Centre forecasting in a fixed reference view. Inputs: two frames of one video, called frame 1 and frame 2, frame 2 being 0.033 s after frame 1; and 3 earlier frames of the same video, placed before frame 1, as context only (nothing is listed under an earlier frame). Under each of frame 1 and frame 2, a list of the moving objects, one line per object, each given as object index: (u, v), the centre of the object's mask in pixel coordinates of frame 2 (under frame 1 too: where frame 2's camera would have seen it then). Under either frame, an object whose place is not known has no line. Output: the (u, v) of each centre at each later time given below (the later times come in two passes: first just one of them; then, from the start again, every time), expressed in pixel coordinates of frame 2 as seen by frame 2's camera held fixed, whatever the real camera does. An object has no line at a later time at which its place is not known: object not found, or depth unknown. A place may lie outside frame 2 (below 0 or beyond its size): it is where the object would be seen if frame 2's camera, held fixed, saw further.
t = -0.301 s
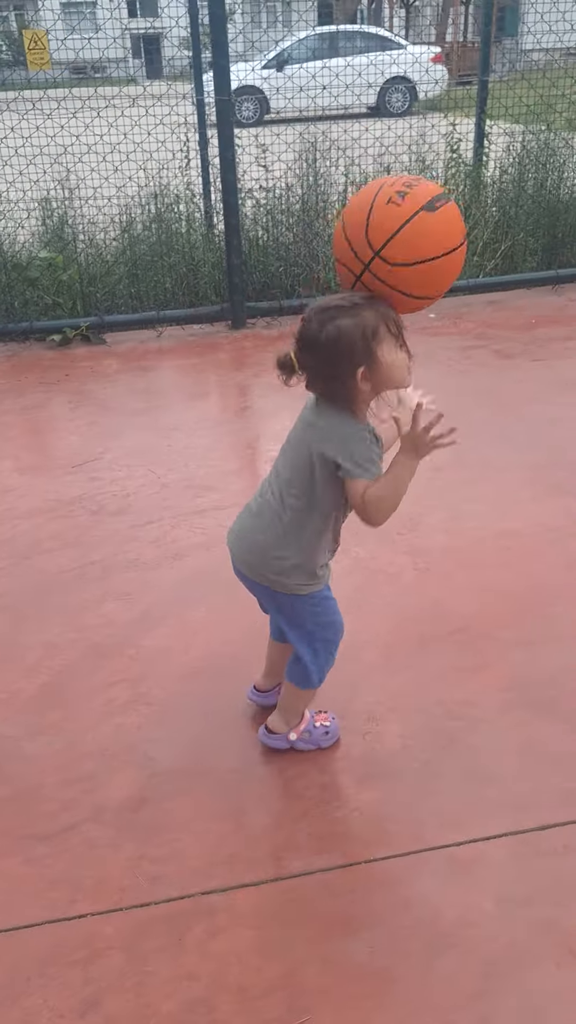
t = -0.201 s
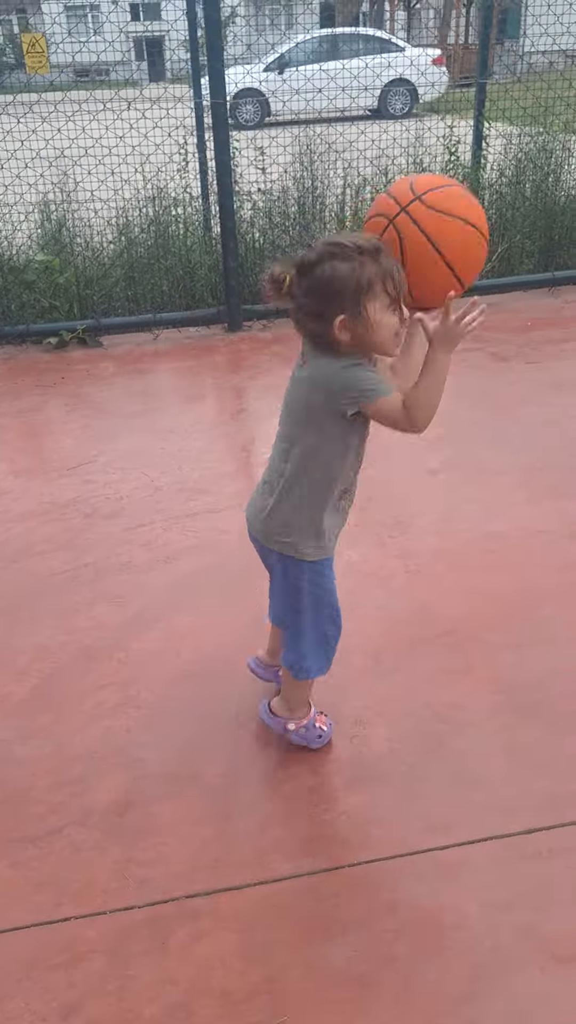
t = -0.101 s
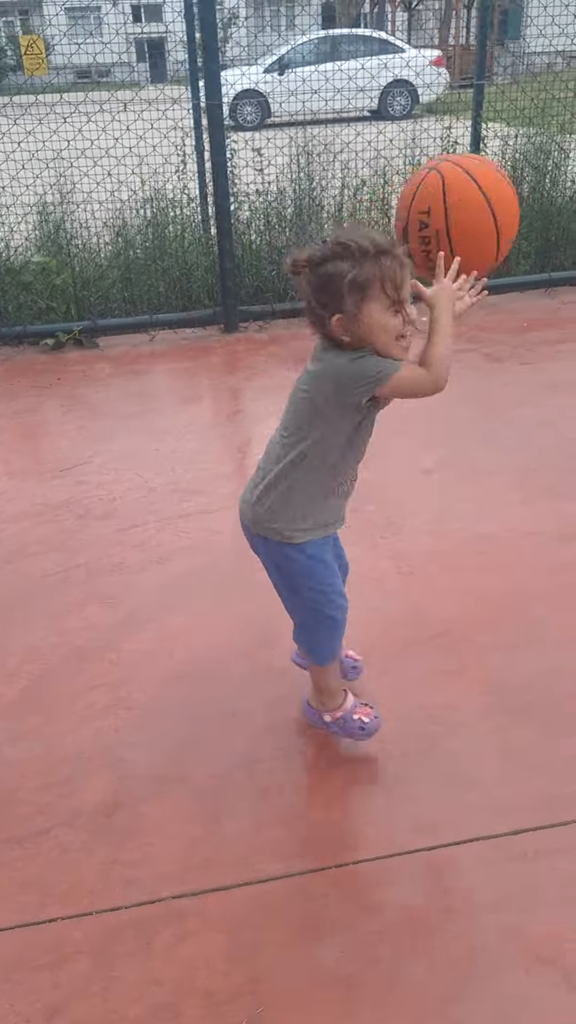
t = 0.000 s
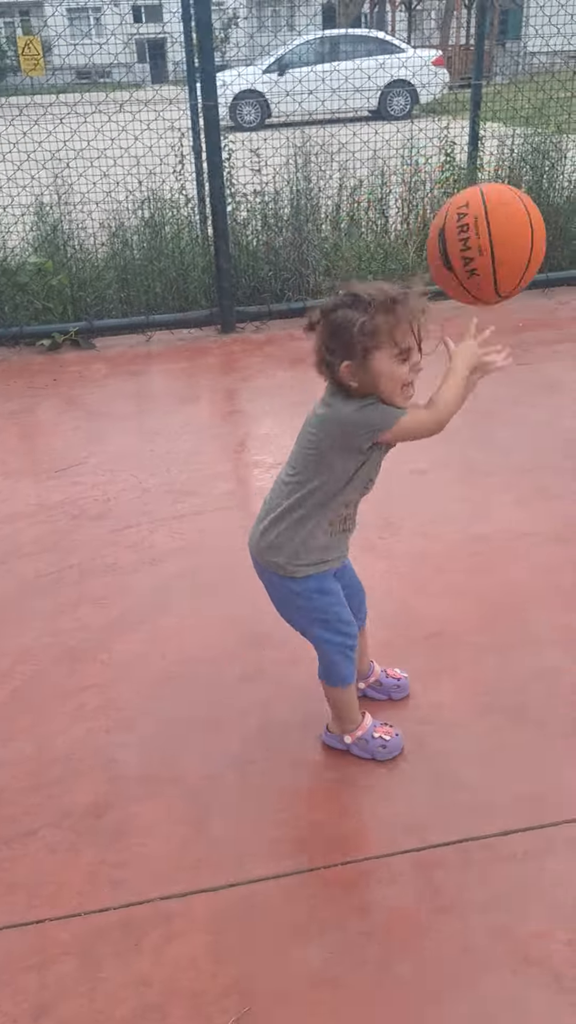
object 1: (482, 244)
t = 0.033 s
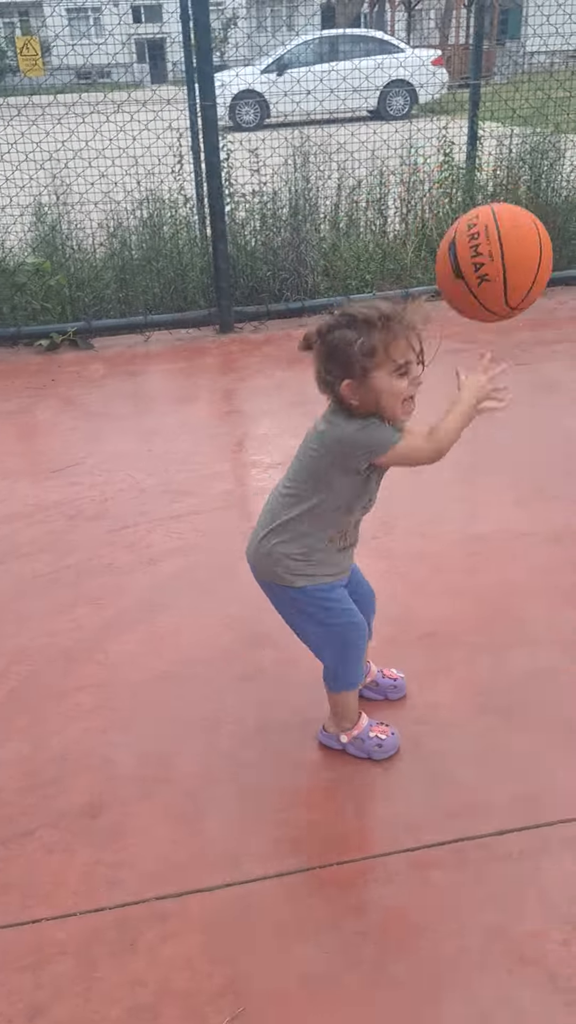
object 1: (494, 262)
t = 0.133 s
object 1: (523, 341)
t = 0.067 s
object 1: (504, 285)
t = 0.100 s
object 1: (514, 311)
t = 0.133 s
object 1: (523, 341)
